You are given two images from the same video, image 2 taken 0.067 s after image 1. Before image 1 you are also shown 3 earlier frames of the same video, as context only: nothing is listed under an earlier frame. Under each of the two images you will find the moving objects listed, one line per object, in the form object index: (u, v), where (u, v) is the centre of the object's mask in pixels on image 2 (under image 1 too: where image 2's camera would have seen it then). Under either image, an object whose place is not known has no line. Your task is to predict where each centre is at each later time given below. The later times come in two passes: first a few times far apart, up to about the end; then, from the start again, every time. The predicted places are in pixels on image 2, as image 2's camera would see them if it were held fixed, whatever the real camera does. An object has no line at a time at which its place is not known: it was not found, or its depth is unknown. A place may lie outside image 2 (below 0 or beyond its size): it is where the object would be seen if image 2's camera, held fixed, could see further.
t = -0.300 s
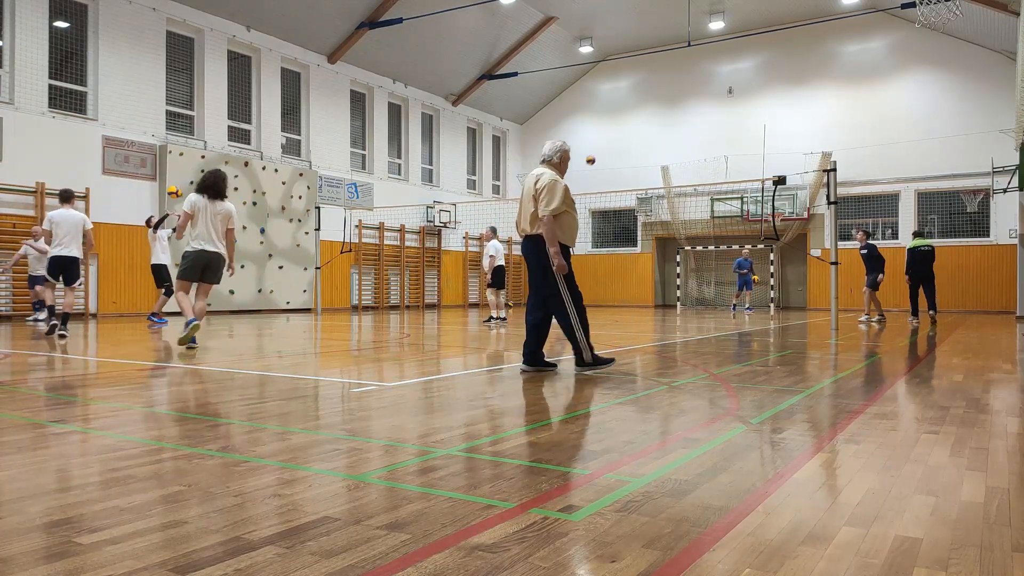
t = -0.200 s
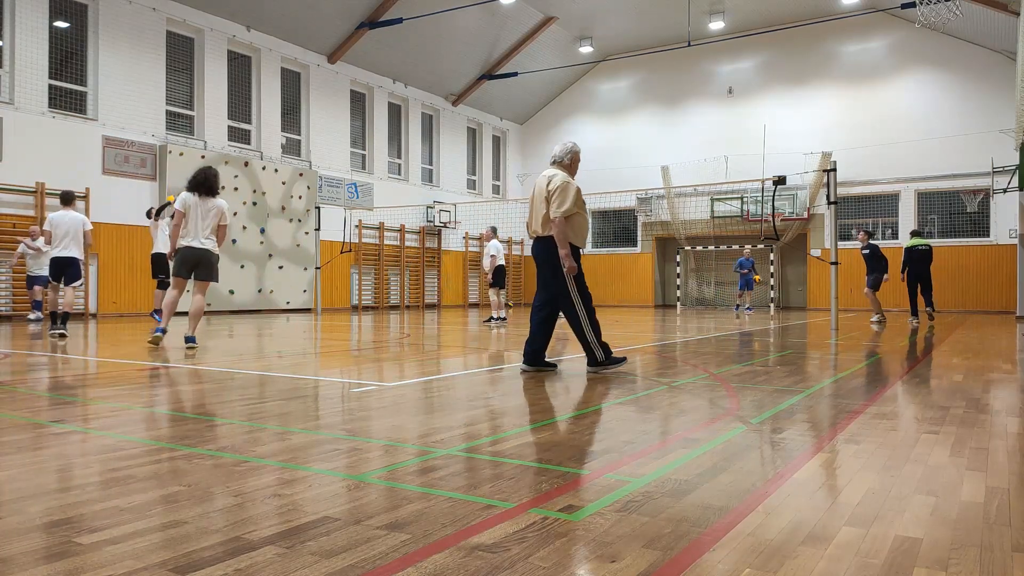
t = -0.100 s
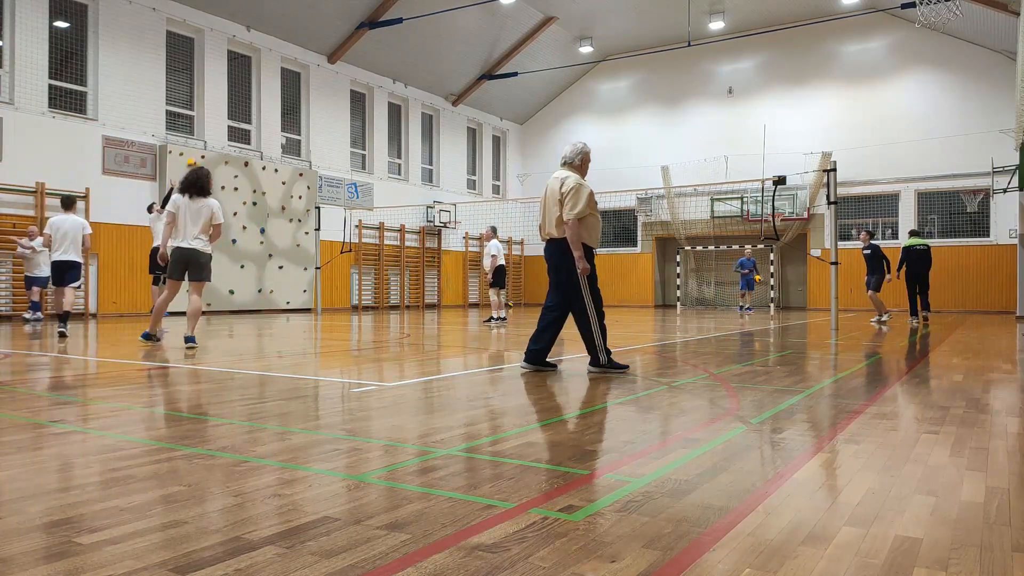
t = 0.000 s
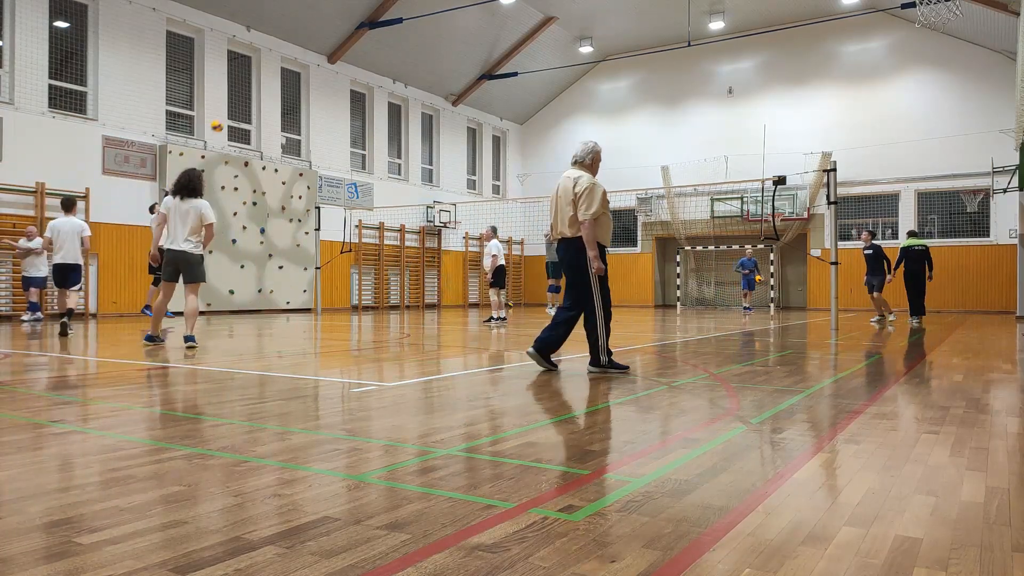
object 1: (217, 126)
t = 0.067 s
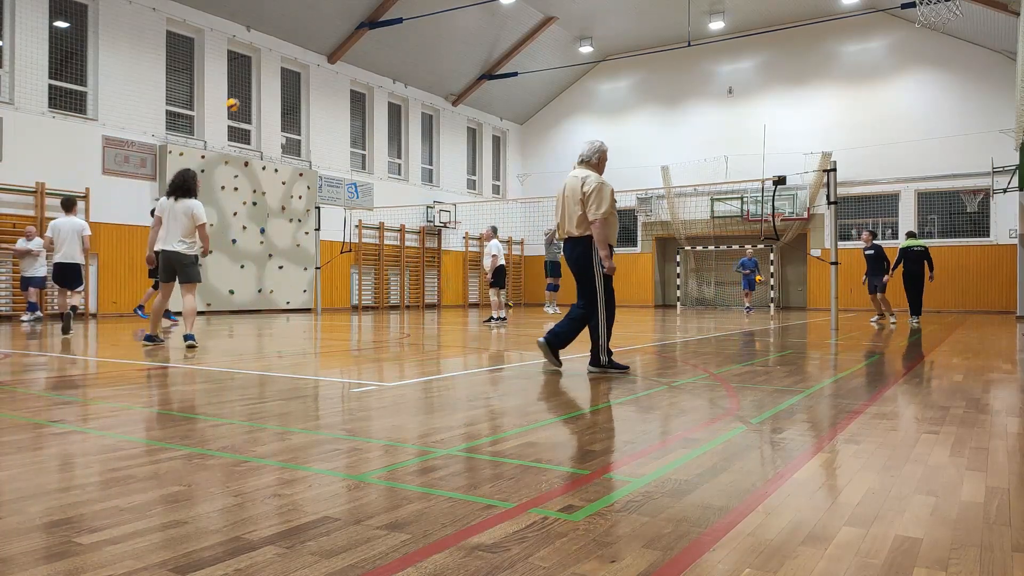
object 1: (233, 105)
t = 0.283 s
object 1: (283, 56)
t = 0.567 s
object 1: (345, 35)
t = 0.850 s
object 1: (402, 59)
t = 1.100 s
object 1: (450, 114)
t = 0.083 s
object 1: (236, 100)
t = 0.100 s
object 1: (240, 96)
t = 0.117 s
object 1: (245, 91)
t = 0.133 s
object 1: (248, 87)
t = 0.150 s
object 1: (252, 82)
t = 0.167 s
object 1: (255, 79)
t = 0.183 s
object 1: (260, 75)
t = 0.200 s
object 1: (263, 71)
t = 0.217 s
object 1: (267, 68)
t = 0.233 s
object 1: (271, 65)
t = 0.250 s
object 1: (275, 62)
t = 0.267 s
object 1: (278, 59)
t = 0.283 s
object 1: (283, 56)
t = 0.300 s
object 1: (287, 54)
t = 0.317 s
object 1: (290, 52)
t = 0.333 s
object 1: (294, 49)
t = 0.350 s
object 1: (297, 47)
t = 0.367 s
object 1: (301, 45)
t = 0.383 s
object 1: (305, 43)
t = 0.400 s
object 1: (309, 42)
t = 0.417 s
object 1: (312, 40)
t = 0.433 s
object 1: (316, 39)
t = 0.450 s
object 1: (320, 38)
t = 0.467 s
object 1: (323, 37)
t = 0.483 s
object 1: (327, 36)
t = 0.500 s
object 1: (330, 36)
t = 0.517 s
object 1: (334, 36)
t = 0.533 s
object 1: (337, 35)
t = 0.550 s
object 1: (341, 35)
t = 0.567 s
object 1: (345, 35)
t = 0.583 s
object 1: (349, 35)
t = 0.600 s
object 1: (352, 36)
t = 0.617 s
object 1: (355, 36)
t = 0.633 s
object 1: (358, 36)
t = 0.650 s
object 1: (362, 37)
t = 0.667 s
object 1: (365, 38)
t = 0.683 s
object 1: (369, 39)
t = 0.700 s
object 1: (372, 41)
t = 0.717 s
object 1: (376, 42)
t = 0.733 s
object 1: (379, 44)
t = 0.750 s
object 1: (383, 45)
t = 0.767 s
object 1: (386, 47)
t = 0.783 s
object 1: (389, 49)
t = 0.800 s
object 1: (392, 51)
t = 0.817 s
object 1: (396, 54)
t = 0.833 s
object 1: (399, 56)
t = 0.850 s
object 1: (402, 59)
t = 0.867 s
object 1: (406, 62)
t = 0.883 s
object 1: (409, 65)
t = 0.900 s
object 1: (412, 67)
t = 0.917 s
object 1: (416, 71)
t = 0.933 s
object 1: (419, 74)
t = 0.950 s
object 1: (422, 77)
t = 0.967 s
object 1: (425, 81)
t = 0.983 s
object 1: (428, 85)
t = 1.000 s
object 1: (431, 88)
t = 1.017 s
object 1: (434, 92)
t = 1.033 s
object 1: (438, 96)
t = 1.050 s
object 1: (441, 101)
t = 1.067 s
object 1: (444, 105)
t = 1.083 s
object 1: (447, 109)
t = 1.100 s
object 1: (450, 114)
